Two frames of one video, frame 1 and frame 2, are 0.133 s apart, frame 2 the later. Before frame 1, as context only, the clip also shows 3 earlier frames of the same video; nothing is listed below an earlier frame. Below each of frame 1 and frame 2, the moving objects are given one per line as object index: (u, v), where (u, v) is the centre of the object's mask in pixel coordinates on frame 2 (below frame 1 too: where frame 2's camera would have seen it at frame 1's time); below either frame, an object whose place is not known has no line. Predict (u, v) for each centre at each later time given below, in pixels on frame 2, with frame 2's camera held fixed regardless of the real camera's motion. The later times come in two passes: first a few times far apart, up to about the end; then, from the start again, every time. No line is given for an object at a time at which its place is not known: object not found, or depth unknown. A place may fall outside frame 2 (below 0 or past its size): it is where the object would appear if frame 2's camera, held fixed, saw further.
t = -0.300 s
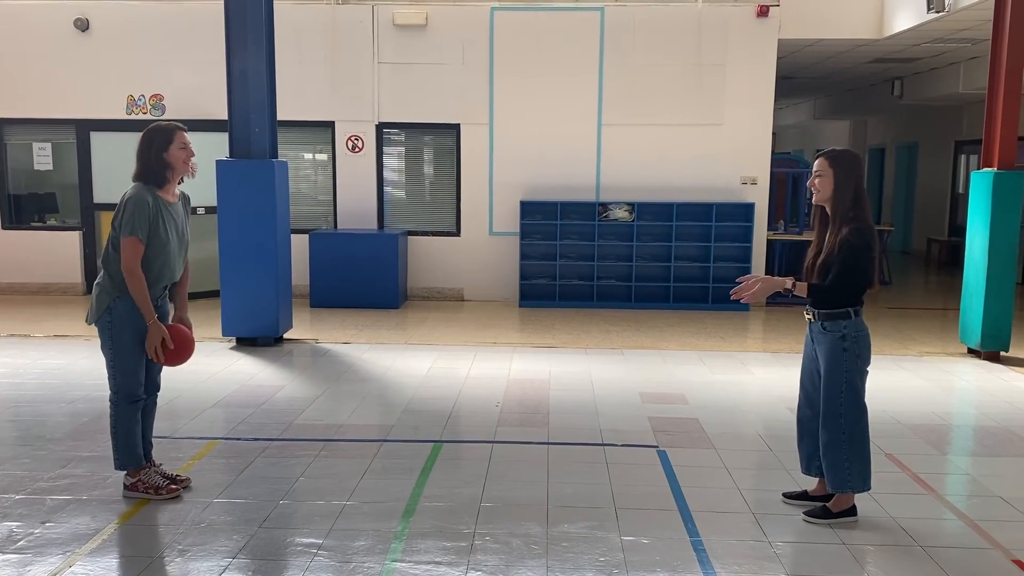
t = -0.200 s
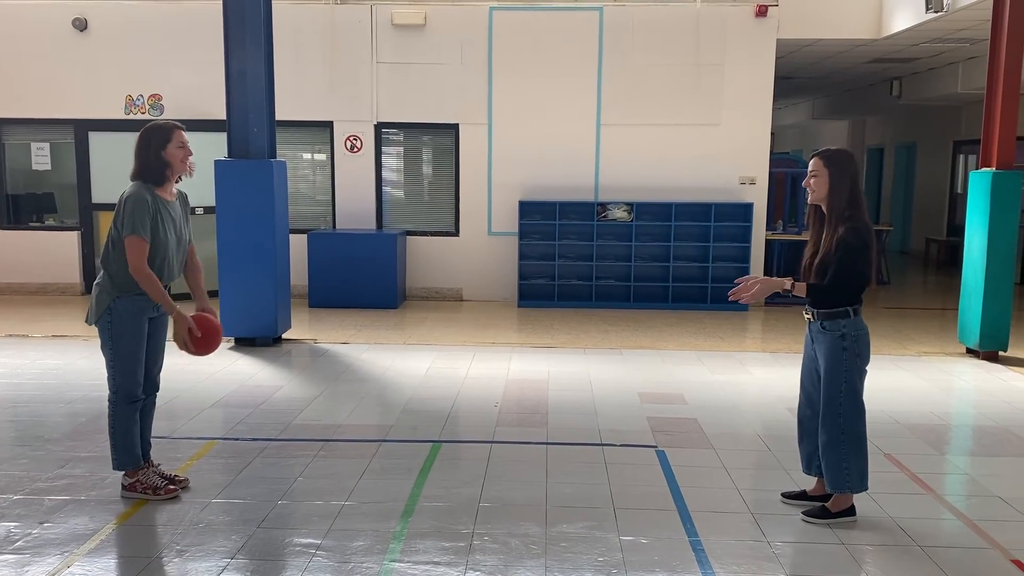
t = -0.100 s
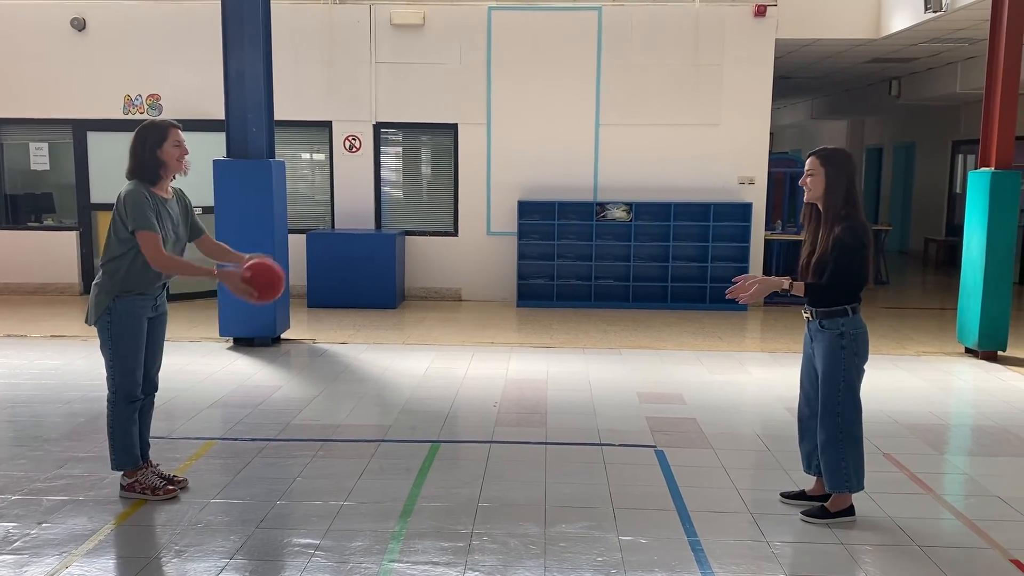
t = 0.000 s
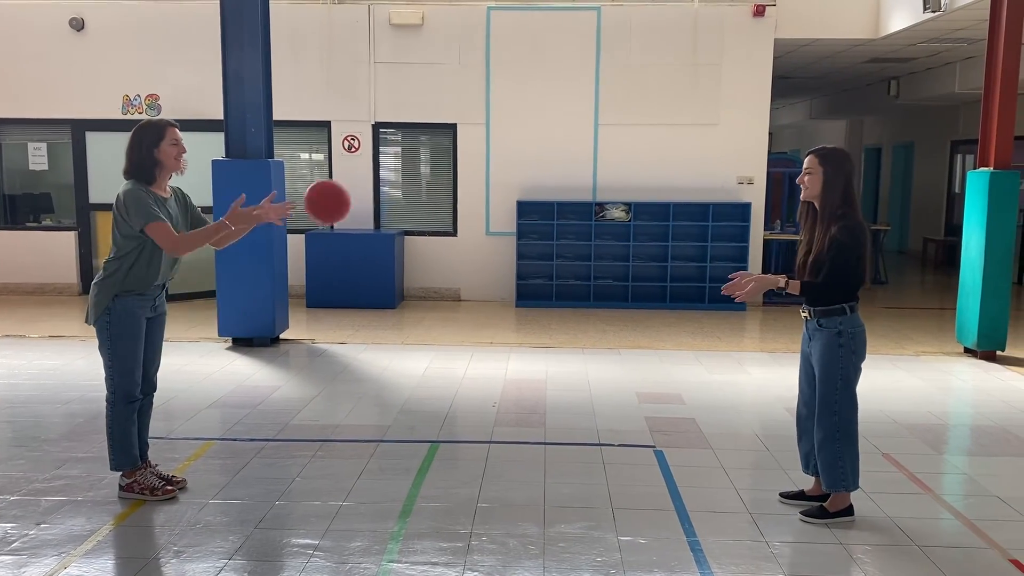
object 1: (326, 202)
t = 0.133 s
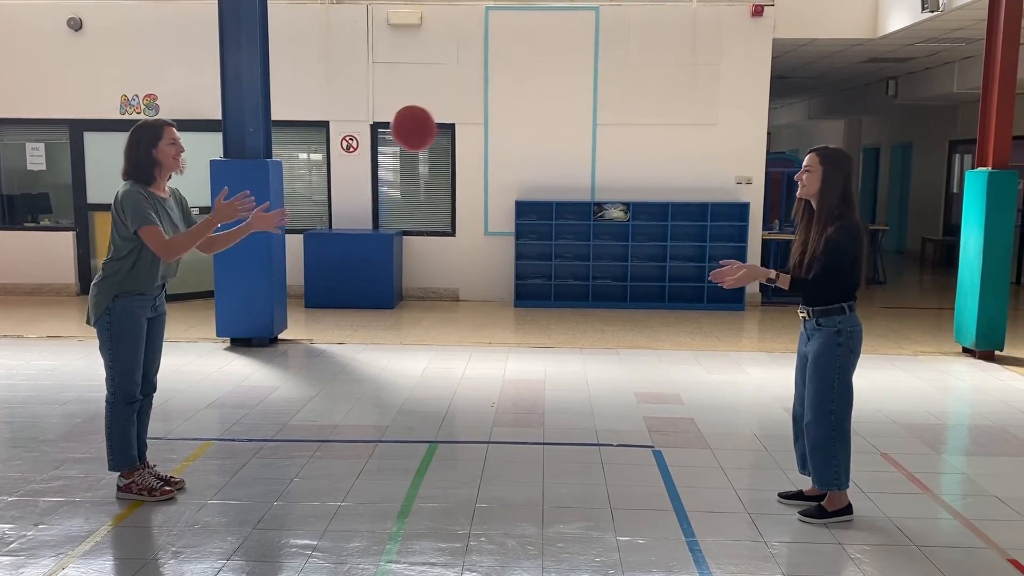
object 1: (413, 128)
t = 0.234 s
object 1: (479, 99)
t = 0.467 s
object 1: (630, 123)
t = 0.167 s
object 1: (435, 116)
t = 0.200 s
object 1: (457, 106)
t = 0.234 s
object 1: (479, 99)
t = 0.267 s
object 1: (501, 94)
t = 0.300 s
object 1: (523, 92)
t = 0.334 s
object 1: (545, 93)
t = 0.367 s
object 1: (566, 97)
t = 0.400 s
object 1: (588, 103)
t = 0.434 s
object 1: (609, 112)
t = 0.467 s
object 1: (630, 123)
